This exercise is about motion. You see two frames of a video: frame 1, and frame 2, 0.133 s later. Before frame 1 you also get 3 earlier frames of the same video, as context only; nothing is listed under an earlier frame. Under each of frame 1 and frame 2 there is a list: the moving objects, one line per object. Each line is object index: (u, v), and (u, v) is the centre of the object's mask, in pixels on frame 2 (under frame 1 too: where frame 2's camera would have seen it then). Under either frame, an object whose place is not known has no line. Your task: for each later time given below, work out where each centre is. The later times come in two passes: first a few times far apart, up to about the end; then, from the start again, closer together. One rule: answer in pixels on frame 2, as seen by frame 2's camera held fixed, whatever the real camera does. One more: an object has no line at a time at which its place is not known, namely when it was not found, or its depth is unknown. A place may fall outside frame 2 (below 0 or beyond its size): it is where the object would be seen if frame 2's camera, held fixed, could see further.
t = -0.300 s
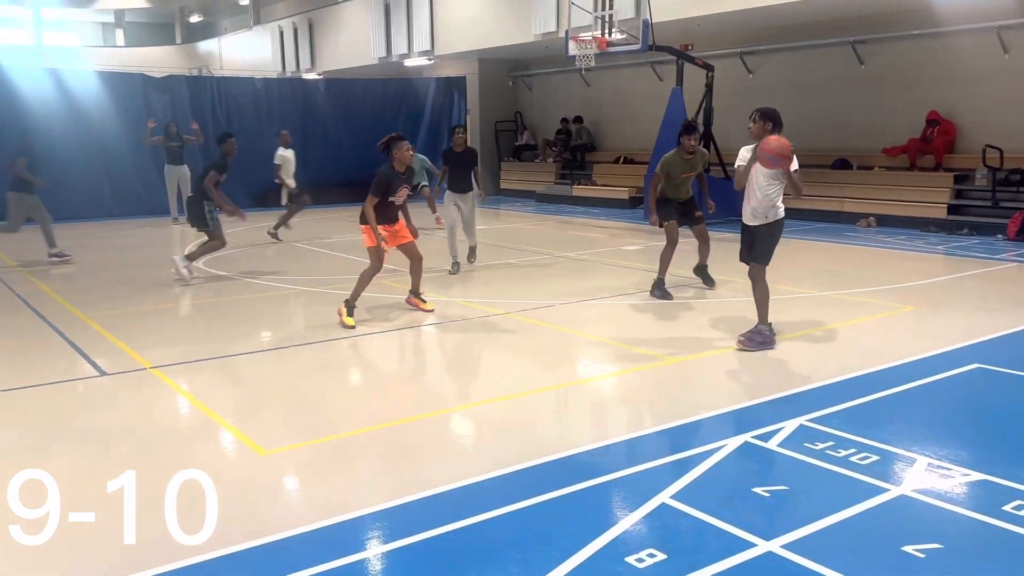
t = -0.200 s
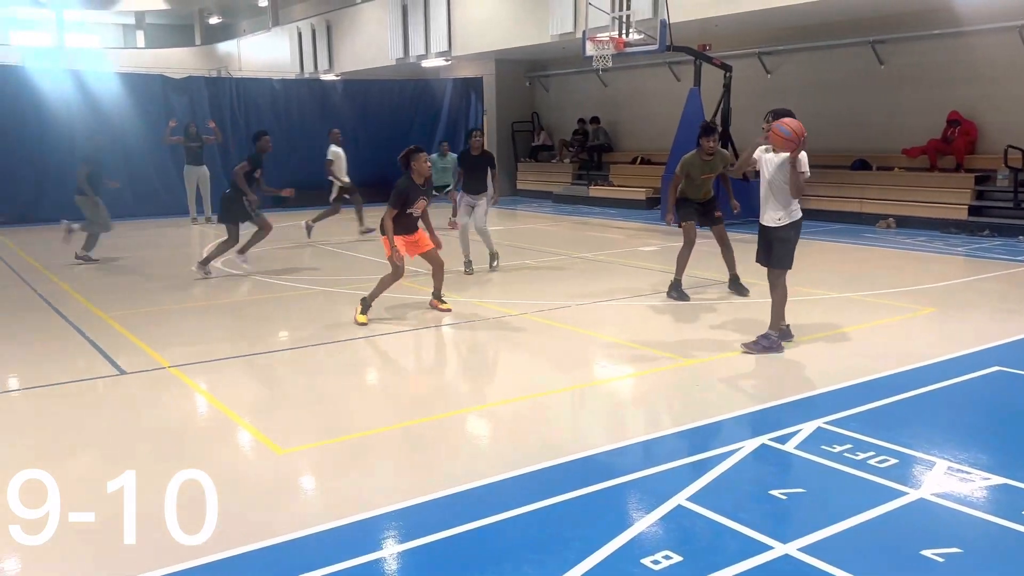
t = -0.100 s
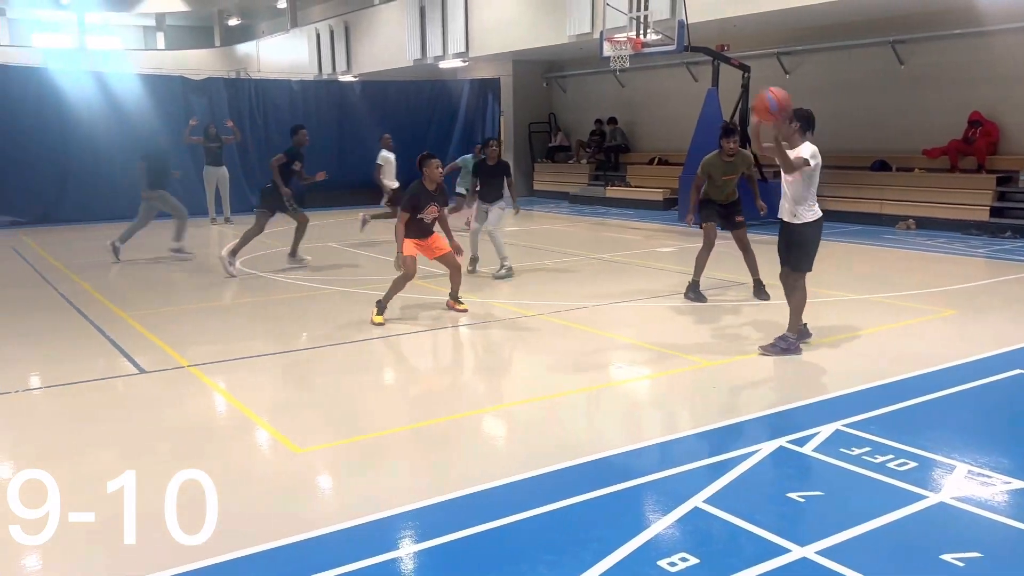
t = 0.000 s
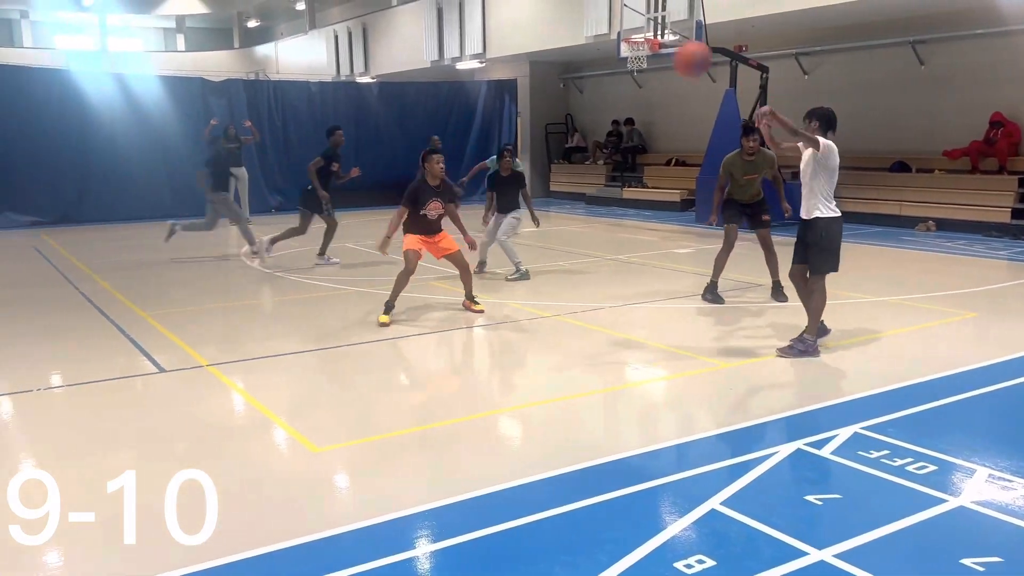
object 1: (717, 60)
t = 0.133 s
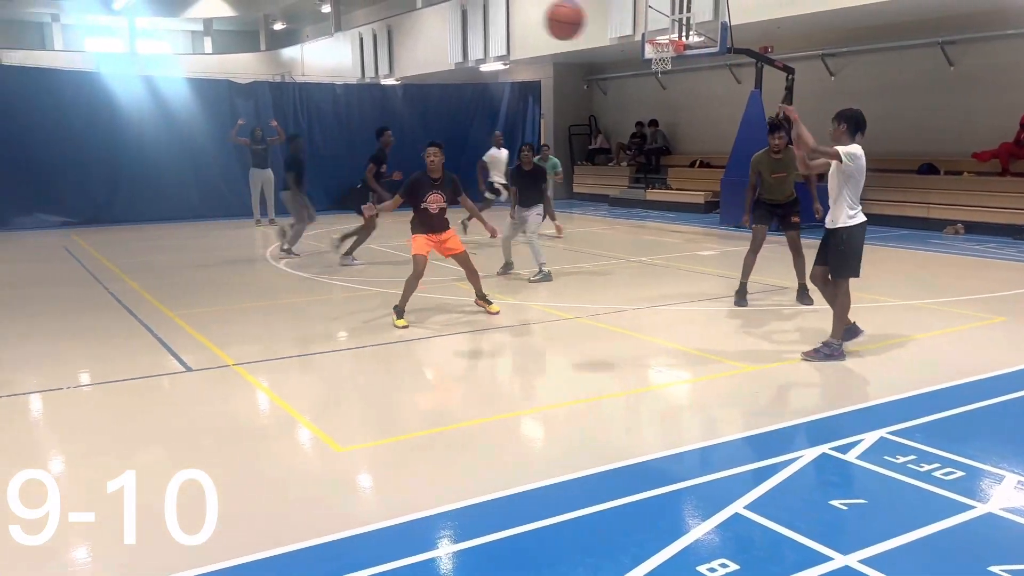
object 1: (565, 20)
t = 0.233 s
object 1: (441, 11)
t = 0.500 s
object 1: (75, 48)
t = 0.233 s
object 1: (441, 11)
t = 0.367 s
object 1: (265, 12)
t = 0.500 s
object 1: (75, 48)
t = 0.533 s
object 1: (28, 64)
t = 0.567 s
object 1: (-22, 81)
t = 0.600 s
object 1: (-72, 101)
